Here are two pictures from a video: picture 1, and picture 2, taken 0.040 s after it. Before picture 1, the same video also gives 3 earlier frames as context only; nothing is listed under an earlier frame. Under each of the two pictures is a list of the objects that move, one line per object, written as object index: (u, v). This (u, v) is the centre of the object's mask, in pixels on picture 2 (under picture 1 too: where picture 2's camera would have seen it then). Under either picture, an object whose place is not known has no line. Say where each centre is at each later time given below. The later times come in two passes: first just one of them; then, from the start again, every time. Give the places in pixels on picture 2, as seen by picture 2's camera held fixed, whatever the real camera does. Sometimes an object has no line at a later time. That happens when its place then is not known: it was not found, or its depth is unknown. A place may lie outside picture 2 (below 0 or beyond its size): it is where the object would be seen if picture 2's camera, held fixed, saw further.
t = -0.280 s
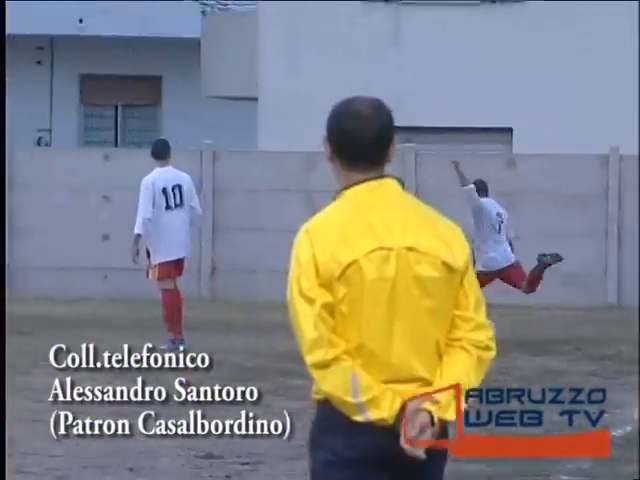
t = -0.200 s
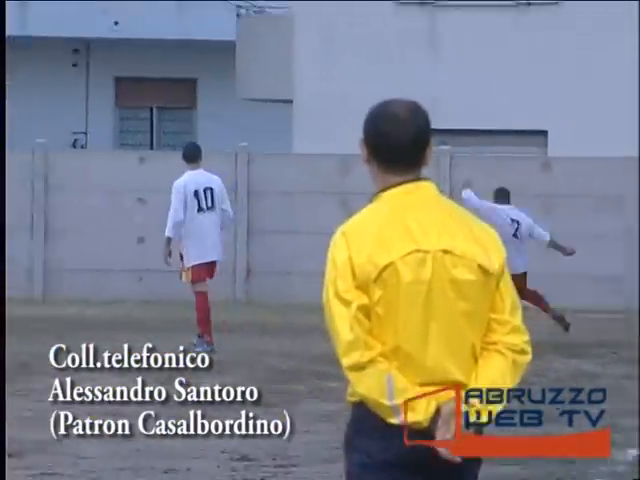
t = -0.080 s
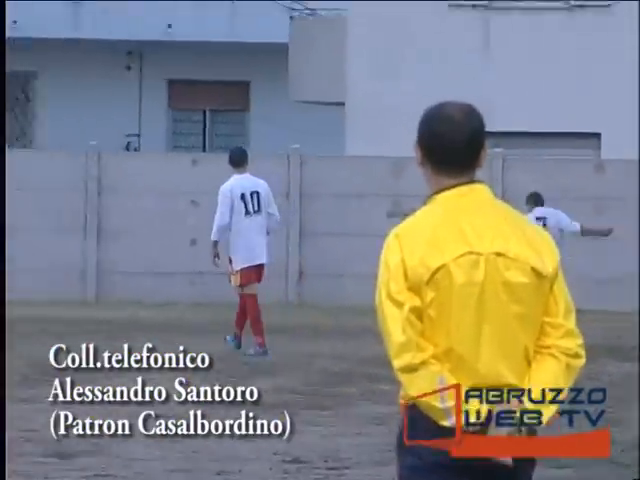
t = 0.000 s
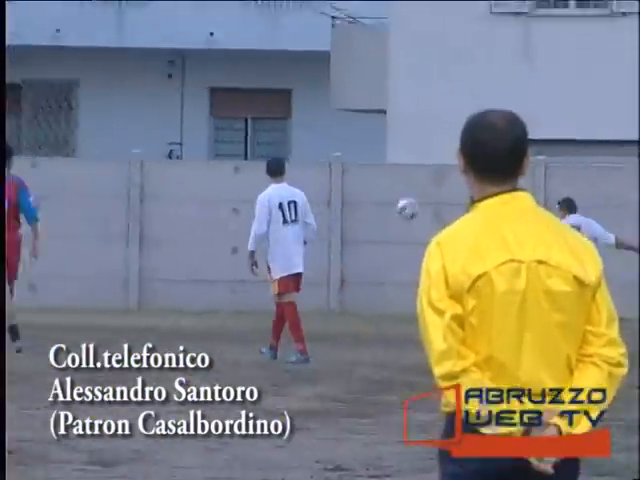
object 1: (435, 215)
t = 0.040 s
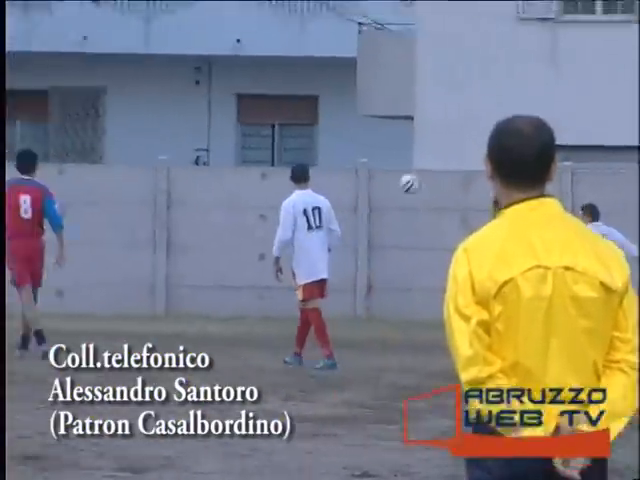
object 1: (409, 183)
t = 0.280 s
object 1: (264, 39)
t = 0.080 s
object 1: (386, 153)
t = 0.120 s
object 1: (361, 125)
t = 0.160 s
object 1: (338, 100)
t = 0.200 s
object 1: (314, 77)
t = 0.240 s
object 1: (289, 57)
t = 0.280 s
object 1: (264, 39)
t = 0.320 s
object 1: (240, 24)
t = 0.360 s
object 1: (216, 8)
